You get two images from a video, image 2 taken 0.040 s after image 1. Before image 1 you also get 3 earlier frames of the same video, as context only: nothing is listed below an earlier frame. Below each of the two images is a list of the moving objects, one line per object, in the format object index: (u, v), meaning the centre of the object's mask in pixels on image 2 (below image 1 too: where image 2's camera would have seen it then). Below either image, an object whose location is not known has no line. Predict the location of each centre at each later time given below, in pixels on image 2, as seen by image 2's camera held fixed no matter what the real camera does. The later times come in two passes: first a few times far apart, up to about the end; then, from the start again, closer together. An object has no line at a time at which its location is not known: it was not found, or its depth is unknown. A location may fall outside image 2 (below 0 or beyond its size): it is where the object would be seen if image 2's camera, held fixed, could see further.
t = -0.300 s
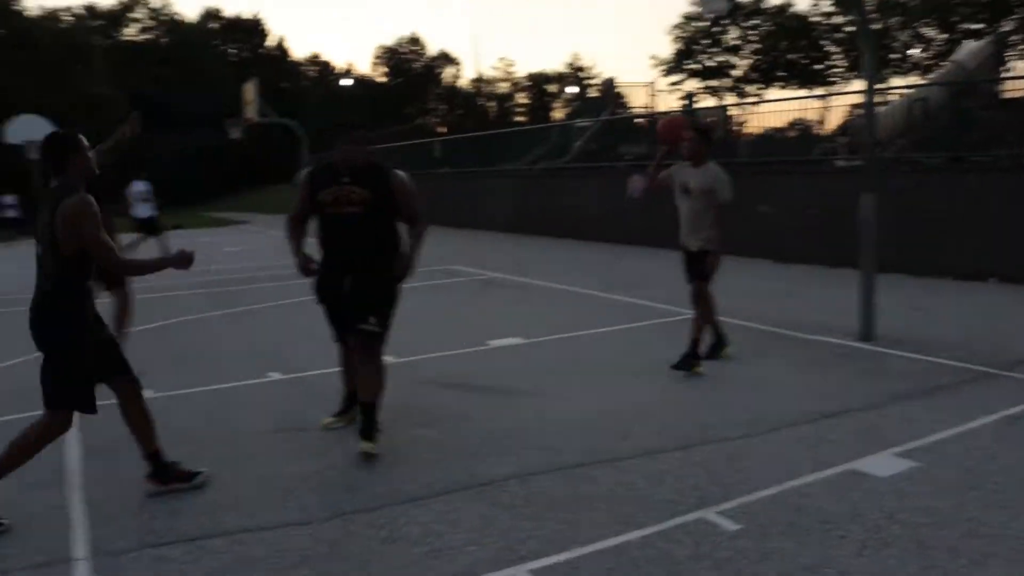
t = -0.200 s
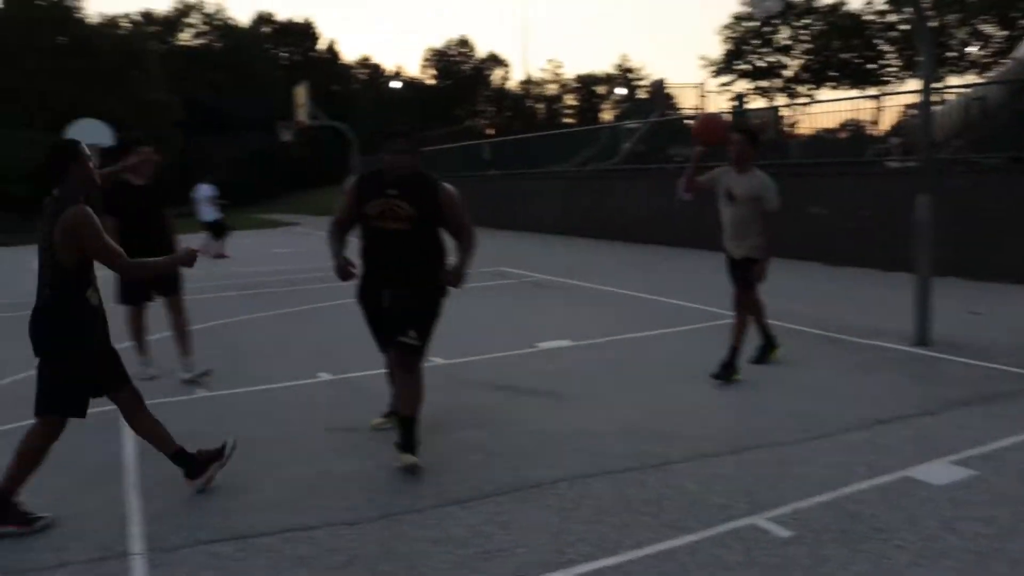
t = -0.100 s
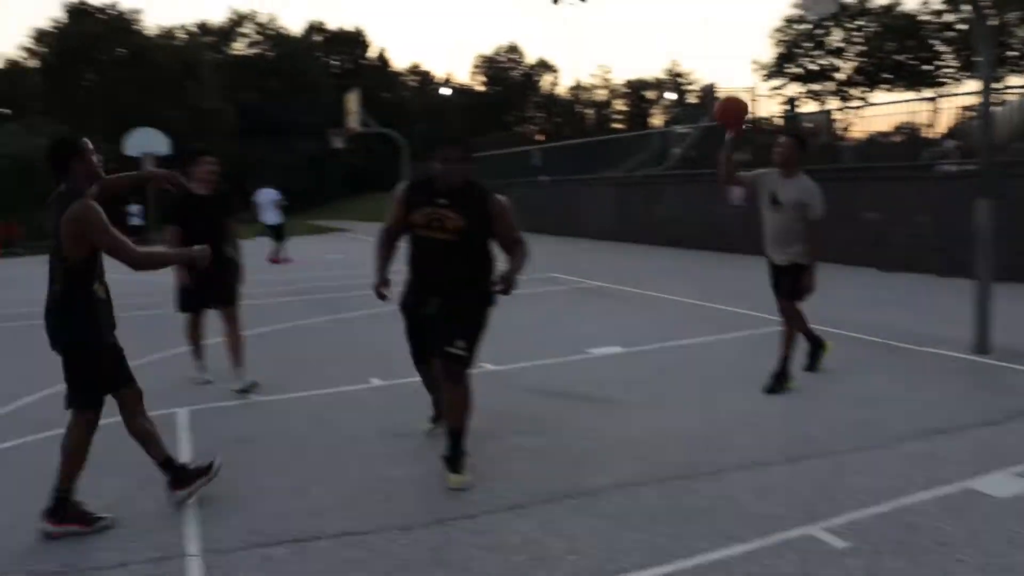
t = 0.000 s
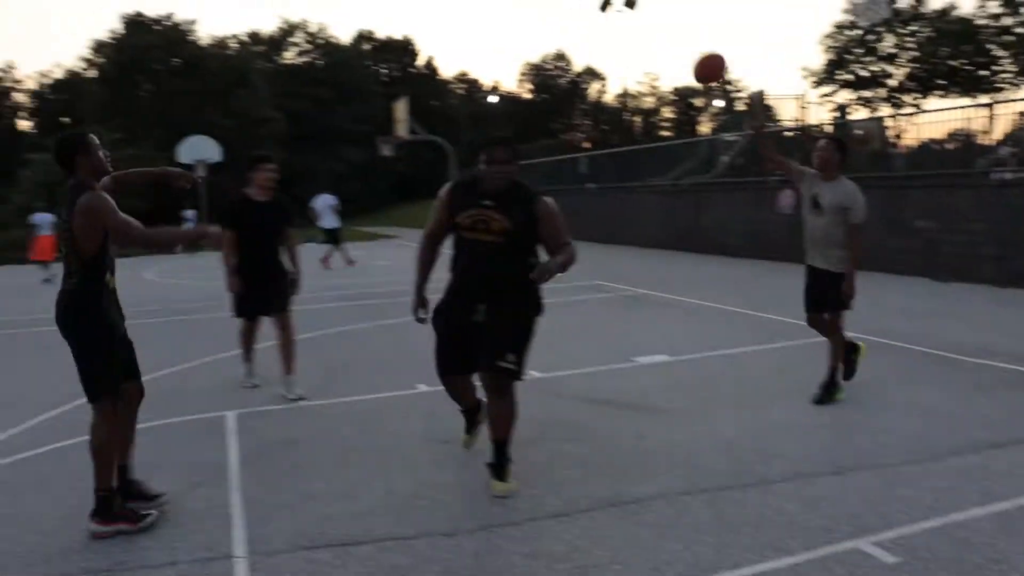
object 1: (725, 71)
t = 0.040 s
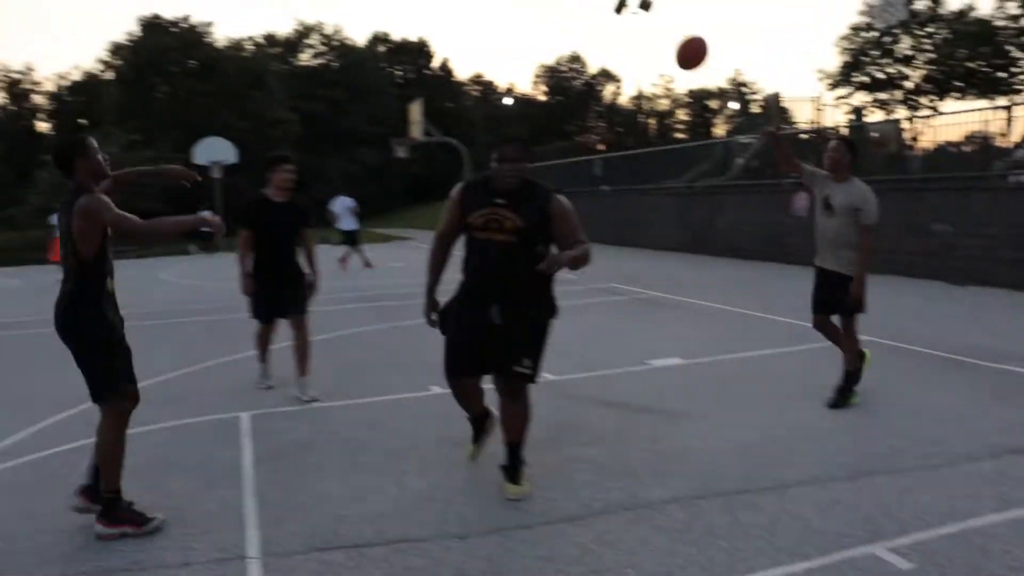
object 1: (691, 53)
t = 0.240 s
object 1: (502, -5)
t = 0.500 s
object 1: (194, 32)
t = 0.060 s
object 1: (674, 44)
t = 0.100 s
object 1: (638, 29)
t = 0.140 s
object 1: (601, 17)
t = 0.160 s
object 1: (583, 11)
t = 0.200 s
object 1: (543, 2)
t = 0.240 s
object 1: (502, -5)
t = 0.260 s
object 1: (481, -7)
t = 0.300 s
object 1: (438, -9)
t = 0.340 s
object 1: (393, -9)
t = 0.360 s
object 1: (369, -7)
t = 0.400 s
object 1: (320, -1)
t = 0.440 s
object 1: (272, 8)
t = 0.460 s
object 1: (247, 14)
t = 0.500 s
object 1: (194, 32)
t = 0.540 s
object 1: (144, 49)
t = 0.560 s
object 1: (119, 57)
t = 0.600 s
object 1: (62, 86)
